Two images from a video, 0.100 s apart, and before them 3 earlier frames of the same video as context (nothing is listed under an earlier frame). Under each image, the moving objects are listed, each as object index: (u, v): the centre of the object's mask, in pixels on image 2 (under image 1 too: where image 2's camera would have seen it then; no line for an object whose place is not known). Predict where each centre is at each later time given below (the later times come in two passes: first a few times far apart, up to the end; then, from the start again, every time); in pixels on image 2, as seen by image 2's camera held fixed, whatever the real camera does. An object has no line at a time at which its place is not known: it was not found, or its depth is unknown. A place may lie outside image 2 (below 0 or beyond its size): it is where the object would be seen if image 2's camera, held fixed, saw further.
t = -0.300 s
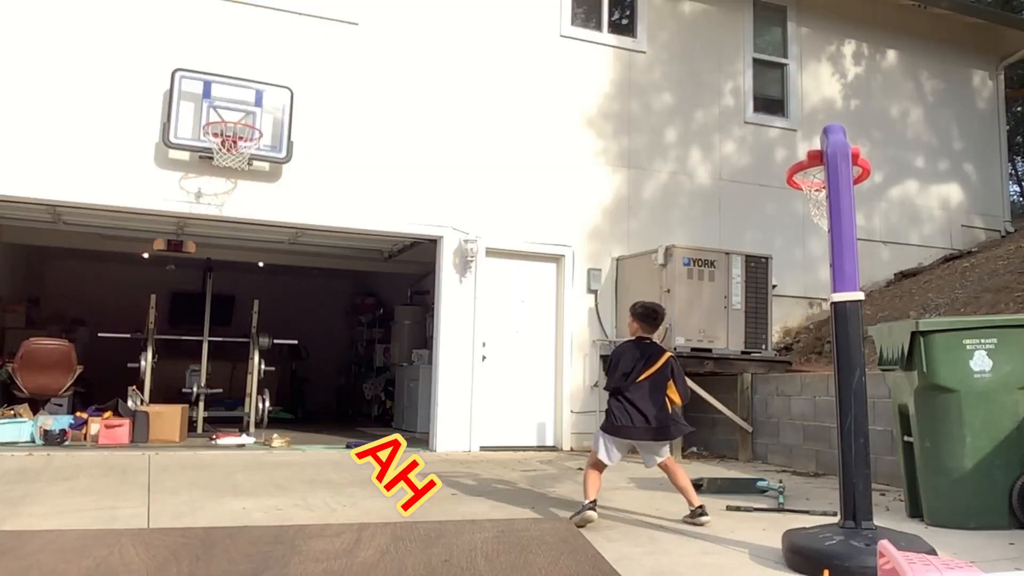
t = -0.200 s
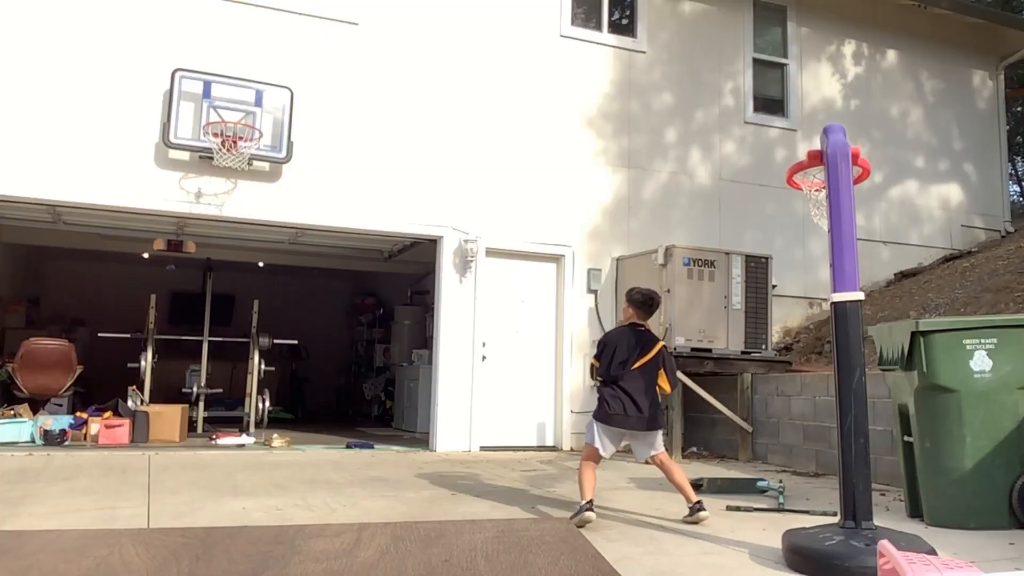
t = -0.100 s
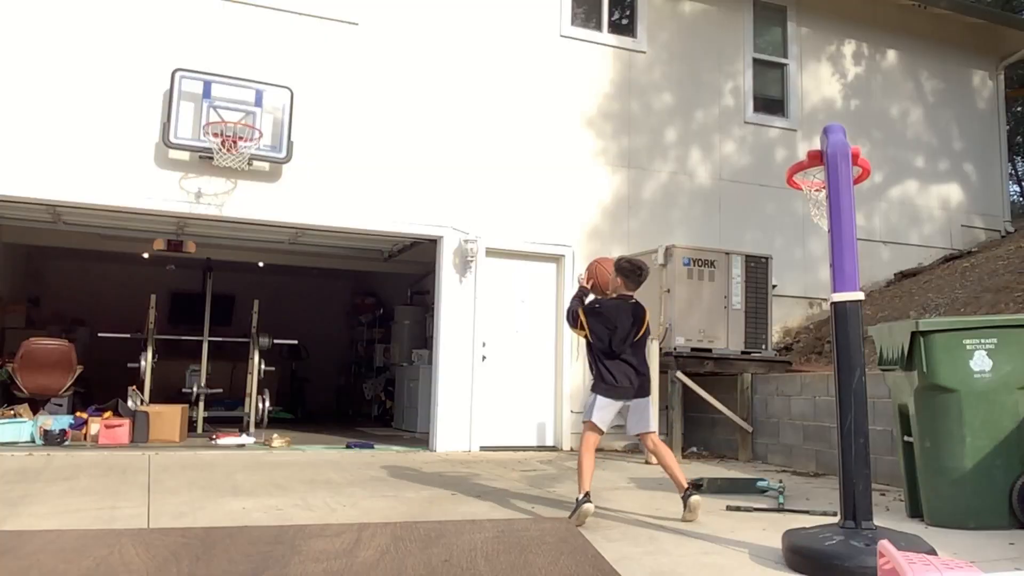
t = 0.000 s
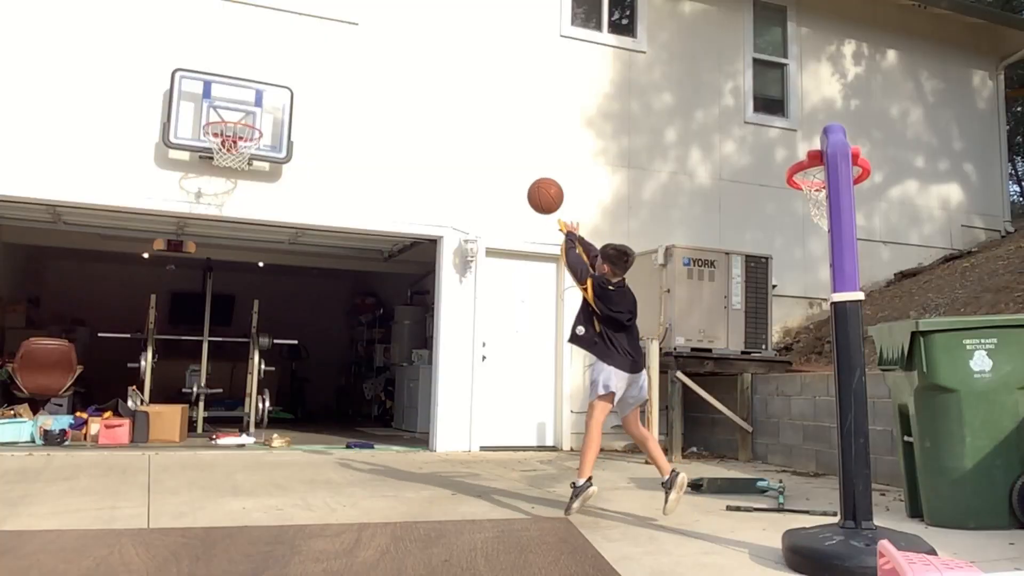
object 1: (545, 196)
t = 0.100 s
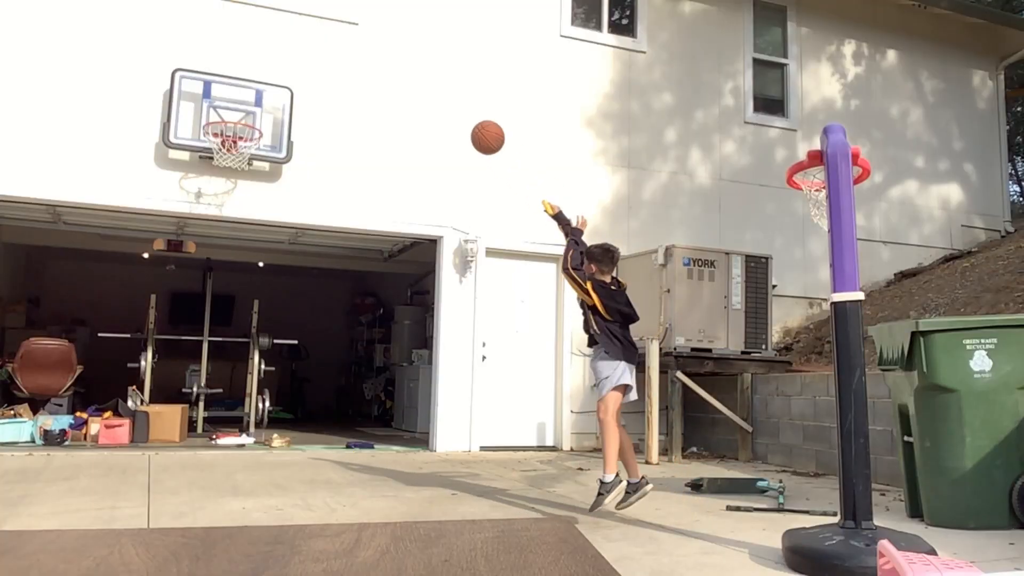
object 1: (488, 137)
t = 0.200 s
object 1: (437, 100)
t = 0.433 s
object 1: (339, 72)
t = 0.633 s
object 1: (269, 98)
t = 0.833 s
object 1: (226, 135)
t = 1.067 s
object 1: (231, 153)
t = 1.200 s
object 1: (248, 172)
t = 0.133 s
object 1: (470, 123)
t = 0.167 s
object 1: (453, 110)
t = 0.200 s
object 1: (437, 100)
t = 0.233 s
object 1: (422, 91)
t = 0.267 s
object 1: (407, 84)
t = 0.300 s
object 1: (392, 78)
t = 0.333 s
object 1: (378, 75)
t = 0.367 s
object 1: (365, 72)
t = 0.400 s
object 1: (352, 71)
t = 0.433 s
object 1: (339, 72)
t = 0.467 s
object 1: (326, 73)
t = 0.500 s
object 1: (314, 76)
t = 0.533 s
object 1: (303, 80)
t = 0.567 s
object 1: (291, 84)
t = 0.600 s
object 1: (280, 91)
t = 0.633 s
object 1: (269, 98)
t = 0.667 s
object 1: (257, 106)
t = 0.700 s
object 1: (249, 113)
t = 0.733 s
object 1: (244, 115)
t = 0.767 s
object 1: (238, 118)
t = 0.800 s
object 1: (232, 129)
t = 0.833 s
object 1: (226, 135)
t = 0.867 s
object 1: (220, 141)
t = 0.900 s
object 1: (215, 148)
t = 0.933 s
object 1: (215, 149)
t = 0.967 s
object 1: (219, 148)
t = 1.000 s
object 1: (222, 153)
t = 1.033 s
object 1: (226, 152)
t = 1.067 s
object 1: (231, 153)
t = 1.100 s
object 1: (235, 155)
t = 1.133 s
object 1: (240, 159)
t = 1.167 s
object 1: (244, 165)
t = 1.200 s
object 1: (248, 172)
